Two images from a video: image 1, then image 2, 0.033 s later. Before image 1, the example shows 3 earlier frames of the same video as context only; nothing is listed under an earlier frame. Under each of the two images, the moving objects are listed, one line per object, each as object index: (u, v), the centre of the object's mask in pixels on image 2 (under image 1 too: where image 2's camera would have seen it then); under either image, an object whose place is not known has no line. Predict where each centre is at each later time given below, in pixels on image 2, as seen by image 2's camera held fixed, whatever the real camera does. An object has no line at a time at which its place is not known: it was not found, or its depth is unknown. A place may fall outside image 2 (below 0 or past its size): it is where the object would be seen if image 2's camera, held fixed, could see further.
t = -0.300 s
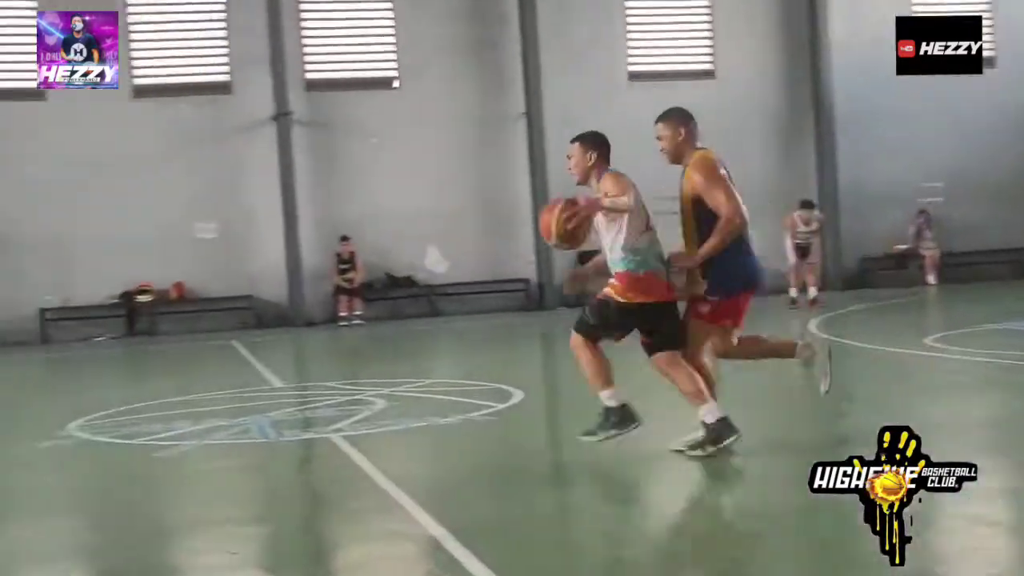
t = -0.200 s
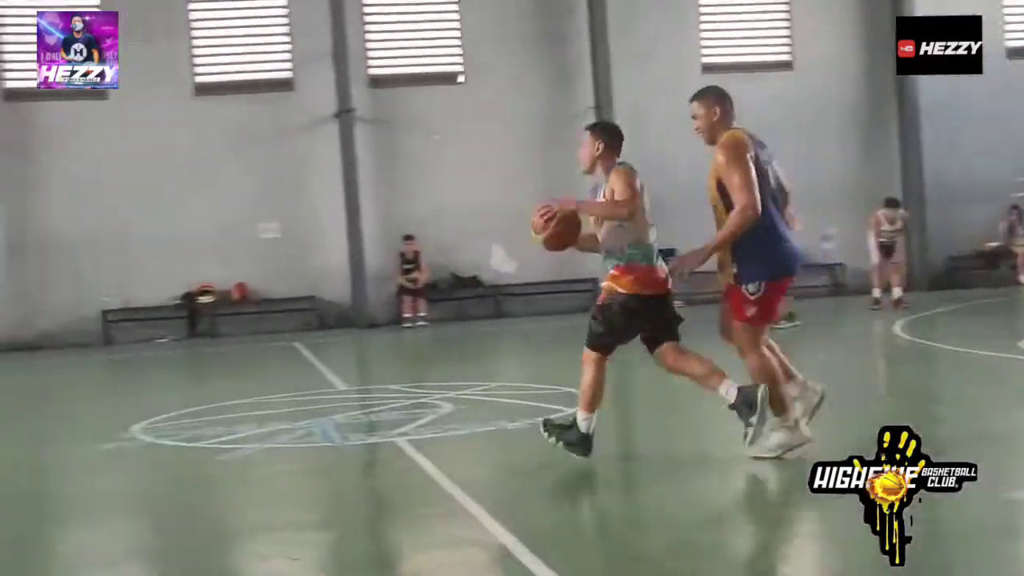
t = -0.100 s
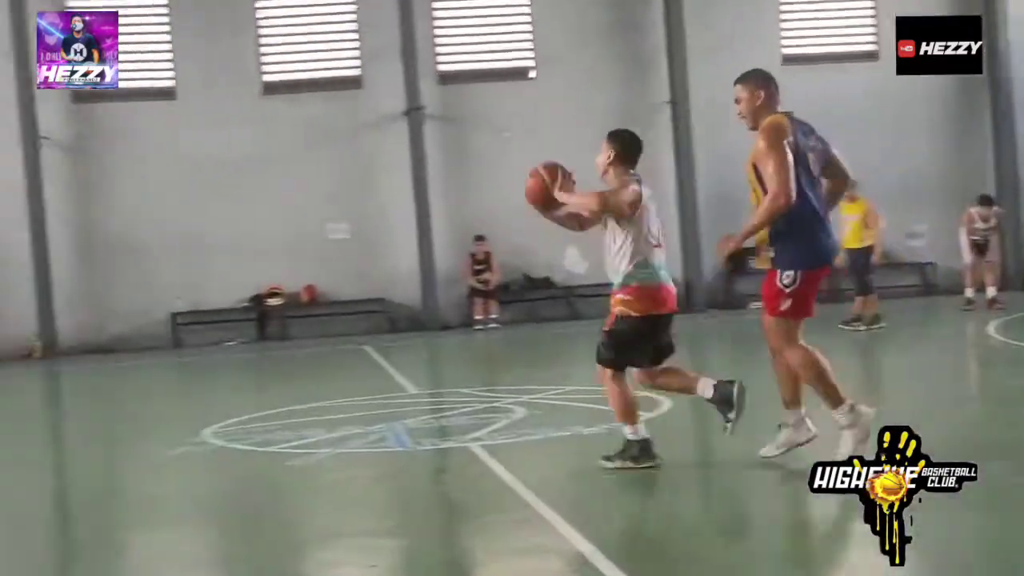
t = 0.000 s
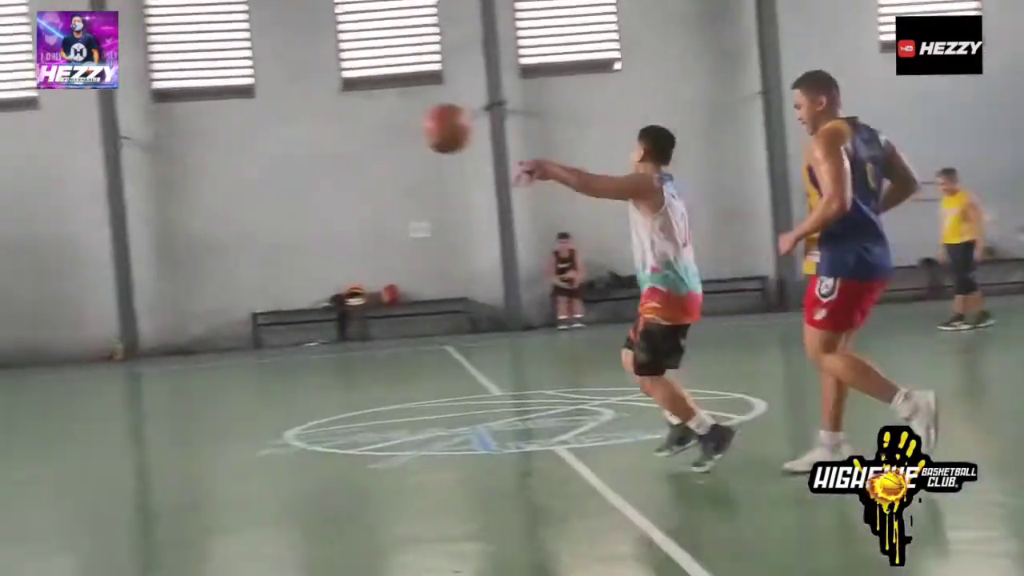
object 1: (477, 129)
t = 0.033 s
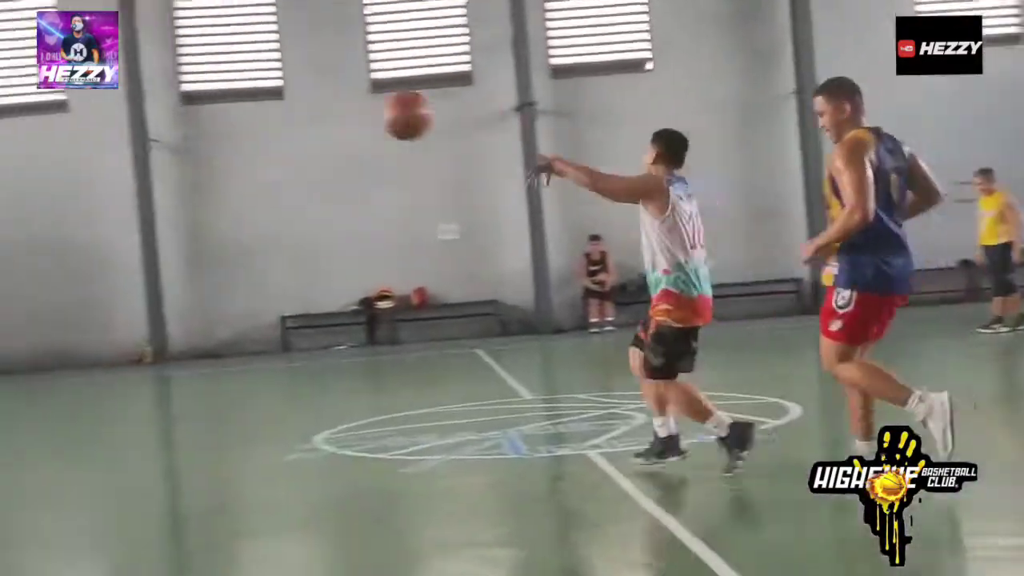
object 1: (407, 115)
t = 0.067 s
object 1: (338, 102)
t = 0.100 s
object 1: (269, 91)
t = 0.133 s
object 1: (202, 82)
